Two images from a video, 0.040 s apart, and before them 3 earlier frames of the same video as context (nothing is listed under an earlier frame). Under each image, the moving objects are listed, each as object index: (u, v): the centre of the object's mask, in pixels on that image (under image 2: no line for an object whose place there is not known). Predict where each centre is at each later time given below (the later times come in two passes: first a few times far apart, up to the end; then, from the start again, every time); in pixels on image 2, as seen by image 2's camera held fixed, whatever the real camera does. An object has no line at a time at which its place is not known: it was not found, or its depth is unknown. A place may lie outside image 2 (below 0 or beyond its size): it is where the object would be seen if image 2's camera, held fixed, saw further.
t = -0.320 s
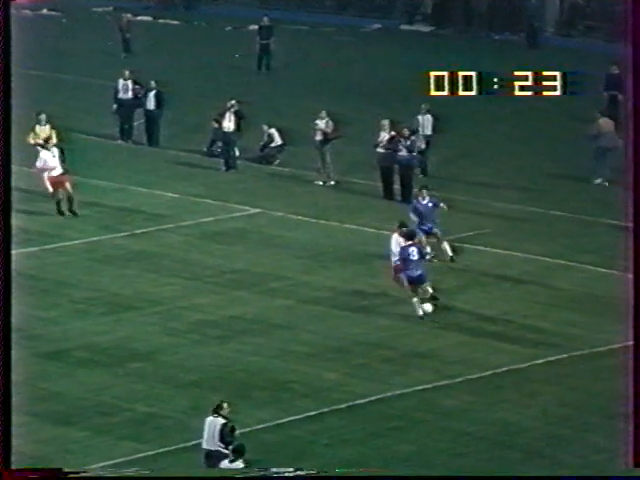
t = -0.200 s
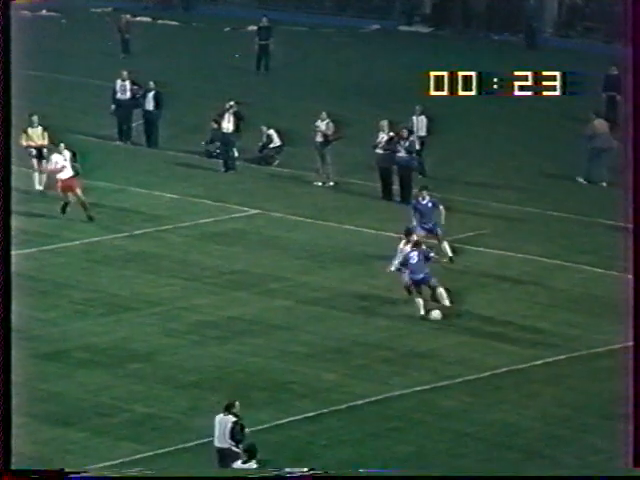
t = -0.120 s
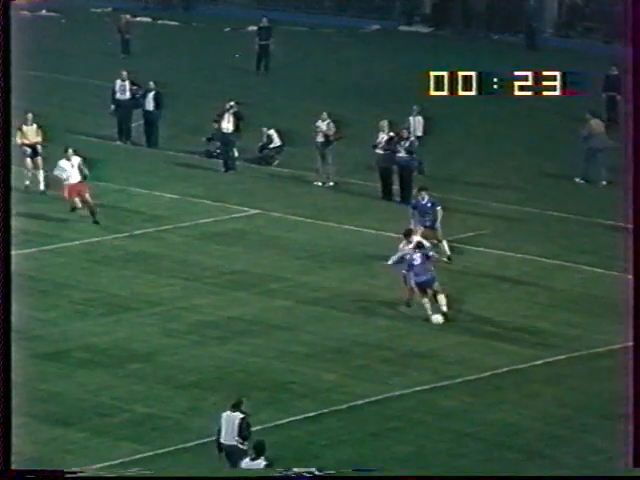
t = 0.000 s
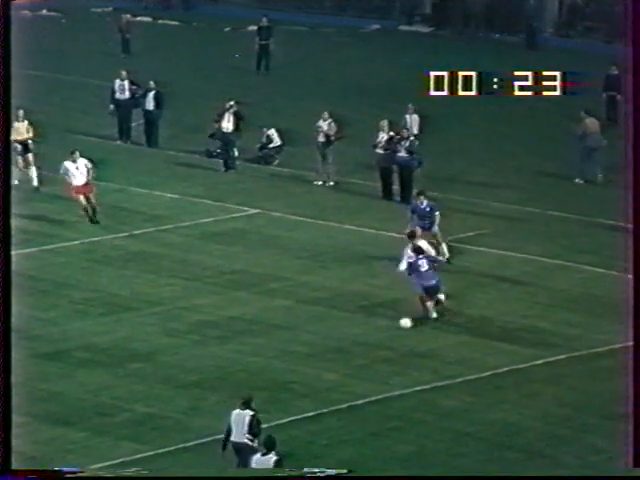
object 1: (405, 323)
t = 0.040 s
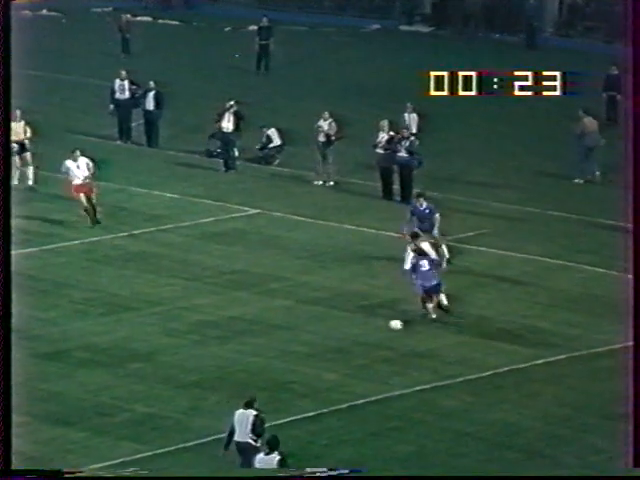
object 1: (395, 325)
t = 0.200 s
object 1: (360, 330)
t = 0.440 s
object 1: (309, 339)
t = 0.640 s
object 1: (268, 345)
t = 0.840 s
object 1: (227, 352)
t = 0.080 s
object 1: (386, 325)
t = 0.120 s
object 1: (377, 327)
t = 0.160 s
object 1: (368, 329)
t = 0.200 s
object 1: (360, 330)
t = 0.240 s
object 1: (352, 331)
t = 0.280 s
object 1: (343, 332)
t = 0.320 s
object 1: (335, 334)
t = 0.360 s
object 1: (326, 335)
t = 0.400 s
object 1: (317, 336)
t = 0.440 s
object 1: (309, 339)
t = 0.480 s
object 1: (301, 340)
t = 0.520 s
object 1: (292, 342)
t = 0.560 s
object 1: (284, 343)
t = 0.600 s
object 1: (276, 344)
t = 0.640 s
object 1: (268, 345)
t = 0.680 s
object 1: (259, 347)
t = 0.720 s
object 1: (251, 348)
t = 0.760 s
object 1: (243, 349)
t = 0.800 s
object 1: (235, 350)
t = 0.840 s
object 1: (227, 352)
